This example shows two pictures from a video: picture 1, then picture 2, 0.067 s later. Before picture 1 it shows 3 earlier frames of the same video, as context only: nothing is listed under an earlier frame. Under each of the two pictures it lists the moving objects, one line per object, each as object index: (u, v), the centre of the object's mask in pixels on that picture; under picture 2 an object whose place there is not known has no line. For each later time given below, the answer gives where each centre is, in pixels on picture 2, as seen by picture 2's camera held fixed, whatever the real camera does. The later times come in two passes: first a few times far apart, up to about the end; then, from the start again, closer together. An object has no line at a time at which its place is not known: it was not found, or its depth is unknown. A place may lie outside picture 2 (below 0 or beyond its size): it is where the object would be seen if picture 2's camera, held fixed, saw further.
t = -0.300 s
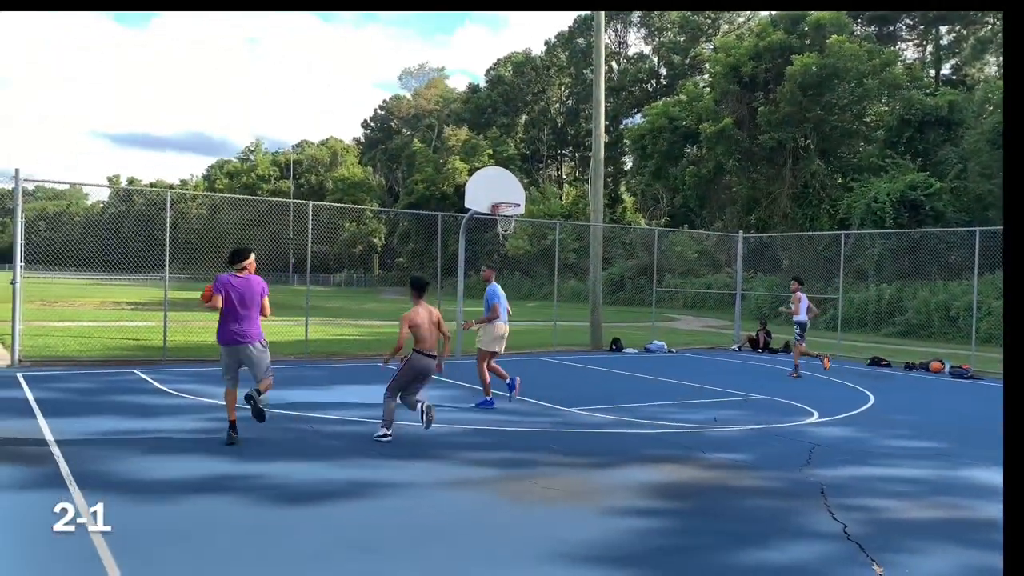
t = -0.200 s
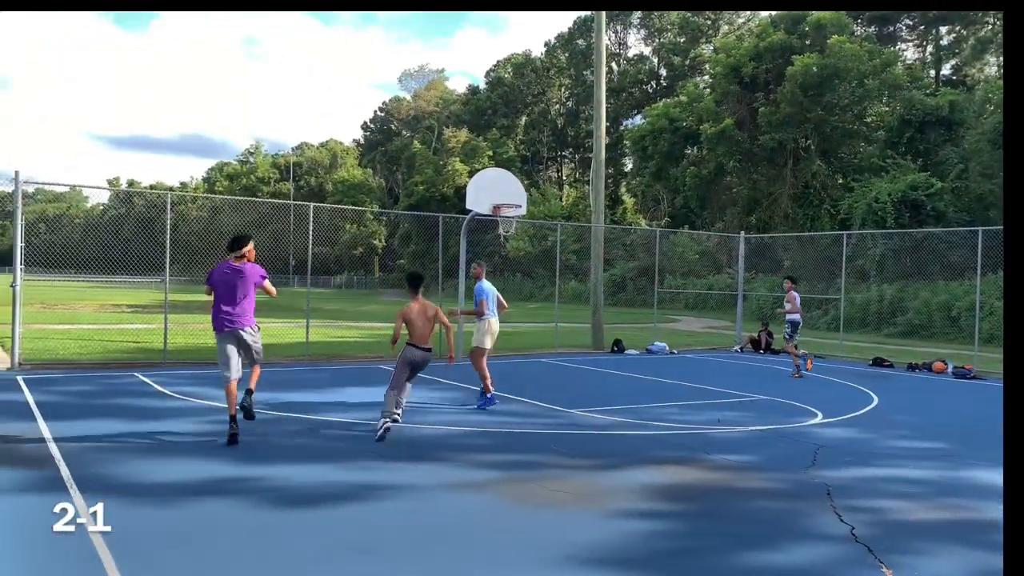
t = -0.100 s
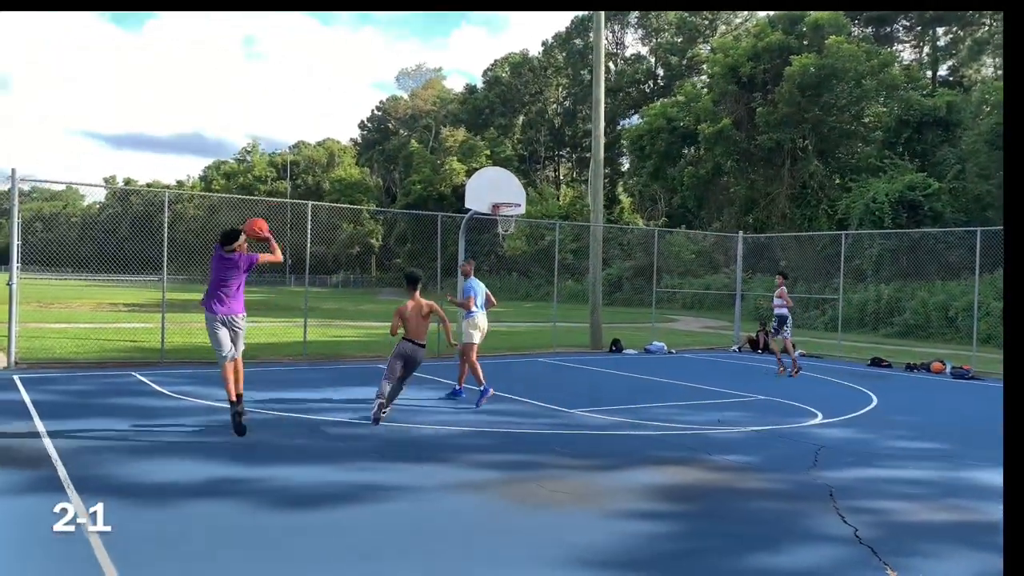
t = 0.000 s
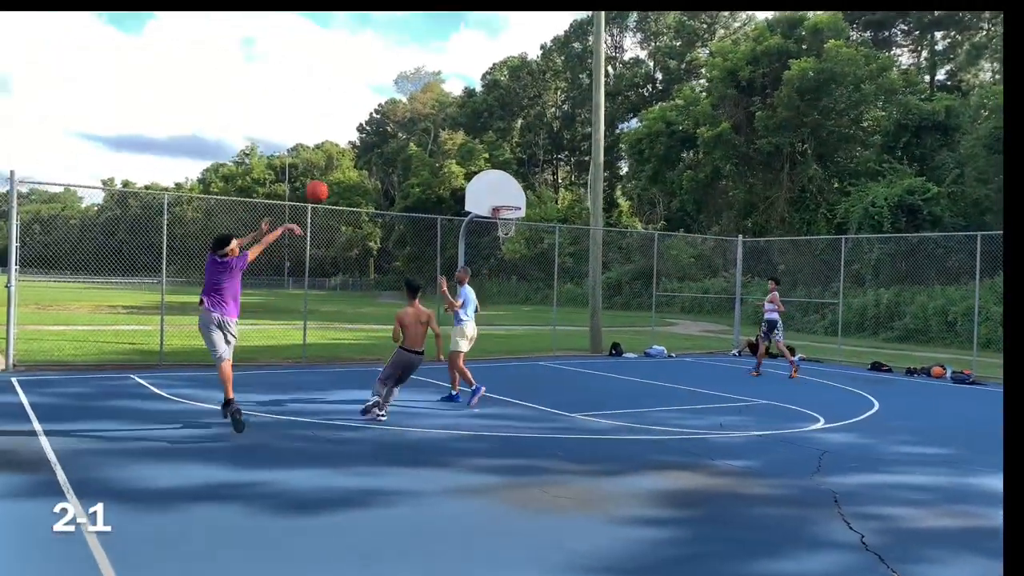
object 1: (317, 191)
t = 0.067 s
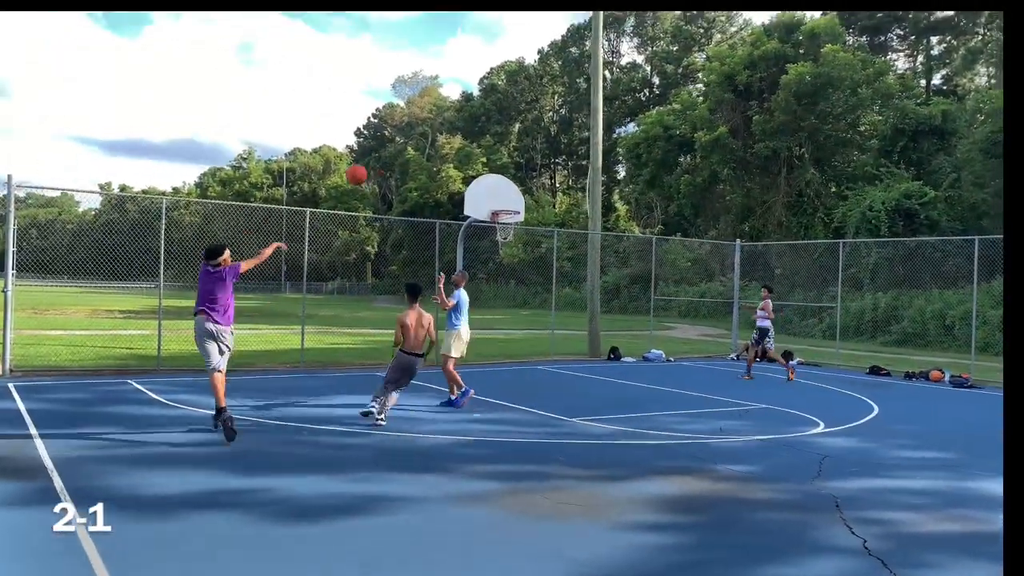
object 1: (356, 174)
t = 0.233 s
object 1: (445, 143)
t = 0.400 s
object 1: (519, 136)
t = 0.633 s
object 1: (601, 160)
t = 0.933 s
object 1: (680, 231)
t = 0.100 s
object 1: (376, 166)
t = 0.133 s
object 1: (395, 159)
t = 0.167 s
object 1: (412, 152)
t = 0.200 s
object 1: (430, 147)
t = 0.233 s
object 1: (445, 143)
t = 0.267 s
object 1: (461, 140)
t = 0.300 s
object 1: (477, 137)
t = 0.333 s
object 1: (491, 136)
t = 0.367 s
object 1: (506, 135)
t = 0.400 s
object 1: (519, 136)
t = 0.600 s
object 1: (590, 155)
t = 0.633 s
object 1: (601, 160)
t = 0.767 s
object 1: (639, 186)
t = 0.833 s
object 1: (657, 202)
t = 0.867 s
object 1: (664, 212)
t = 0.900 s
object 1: (673, 221)
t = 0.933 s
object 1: (680, 231)
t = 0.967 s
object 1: (688, 241)
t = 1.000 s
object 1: (695, 251)
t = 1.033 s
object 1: (702, 261)
